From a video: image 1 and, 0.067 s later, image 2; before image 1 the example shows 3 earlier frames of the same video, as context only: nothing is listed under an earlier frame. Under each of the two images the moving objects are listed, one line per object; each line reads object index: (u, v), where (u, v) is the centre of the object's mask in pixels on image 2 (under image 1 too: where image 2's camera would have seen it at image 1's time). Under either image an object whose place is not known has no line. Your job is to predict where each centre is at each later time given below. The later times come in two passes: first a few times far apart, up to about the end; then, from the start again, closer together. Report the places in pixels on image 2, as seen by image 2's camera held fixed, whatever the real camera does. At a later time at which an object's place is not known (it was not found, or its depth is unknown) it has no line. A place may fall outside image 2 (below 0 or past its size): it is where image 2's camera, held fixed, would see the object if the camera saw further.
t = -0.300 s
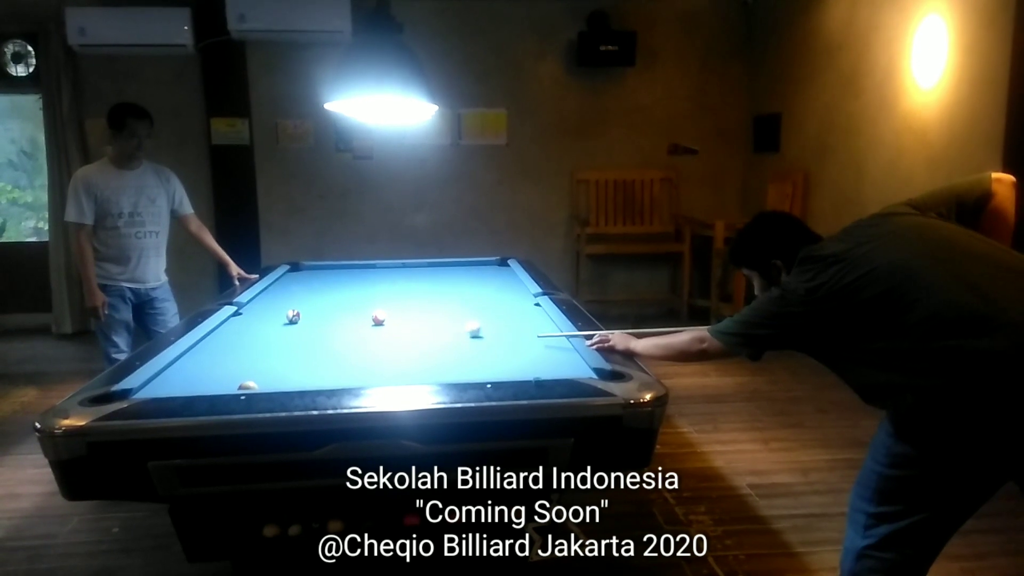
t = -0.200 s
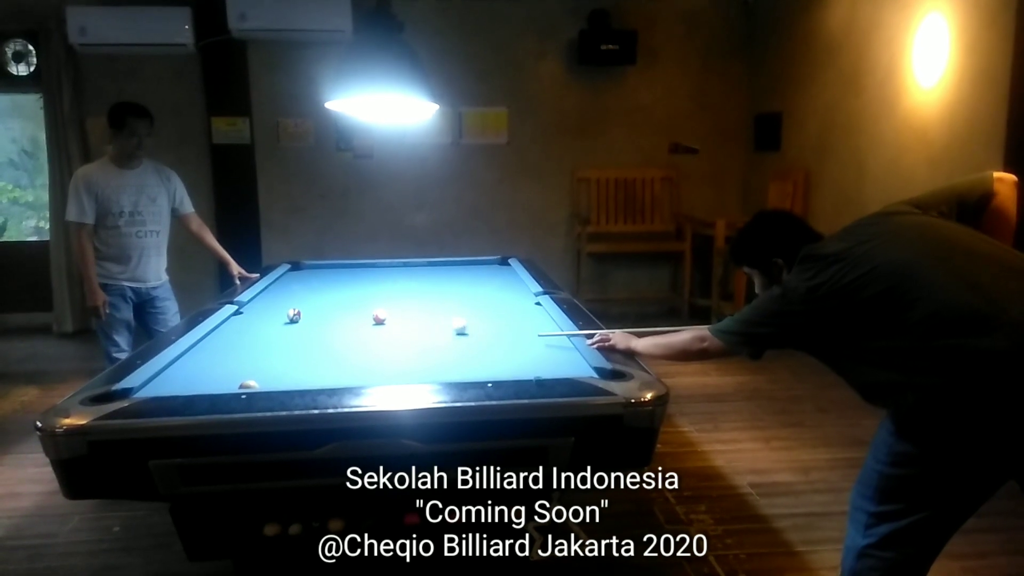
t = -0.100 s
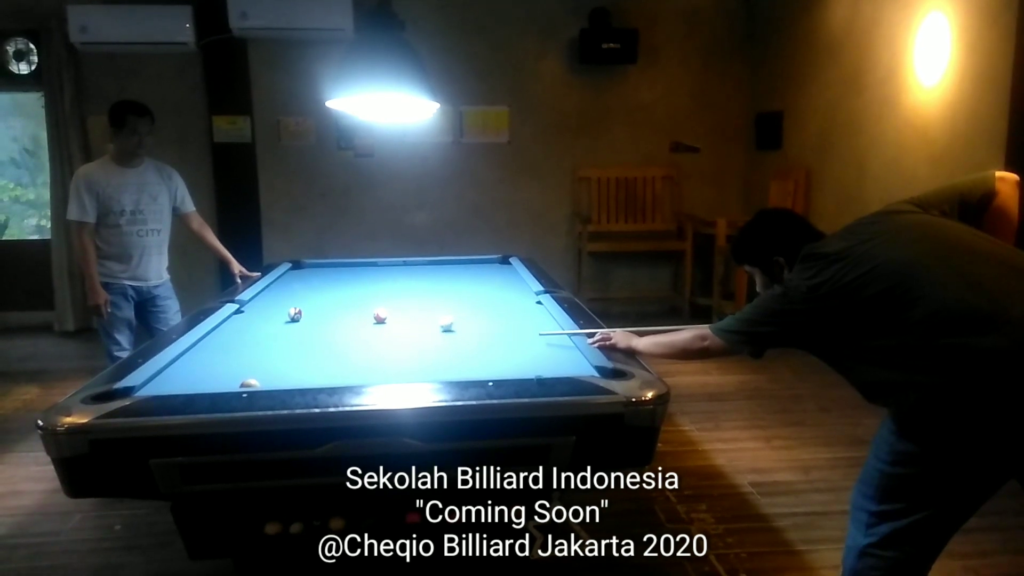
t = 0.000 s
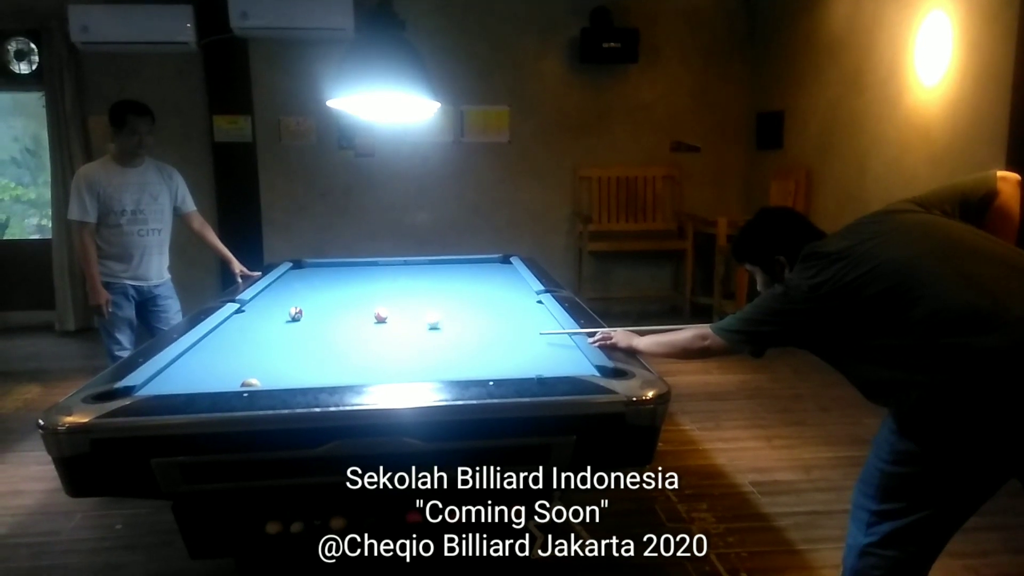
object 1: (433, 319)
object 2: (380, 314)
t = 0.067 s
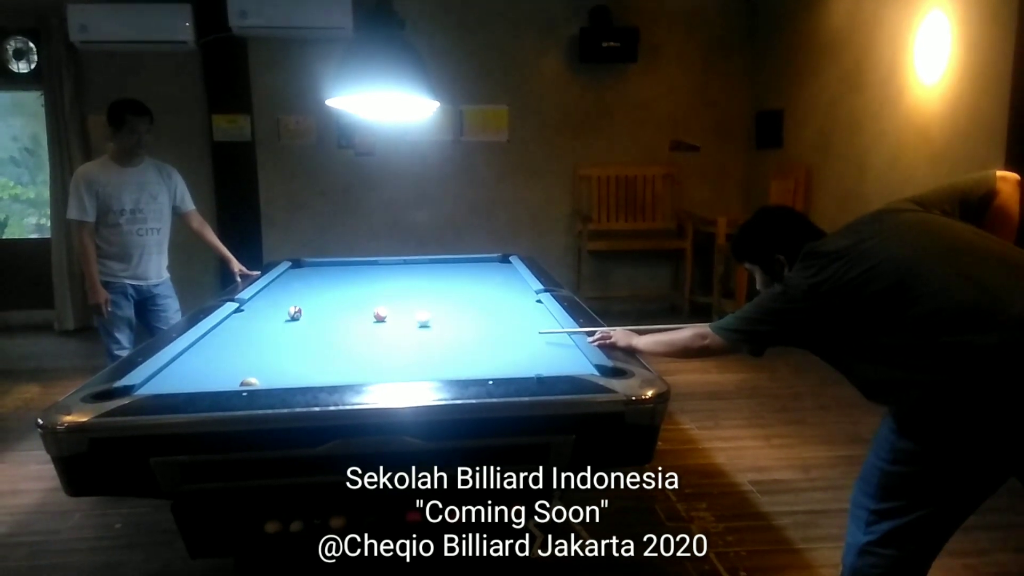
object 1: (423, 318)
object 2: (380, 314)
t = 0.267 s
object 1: (397, 315)
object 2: (380, 314)
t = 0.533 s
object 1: (390, 313)
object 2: (359, 313)
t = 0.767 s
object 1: (387, 311)
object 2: (341, 311)
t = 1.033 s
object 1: (385, 310)
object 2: (322, 310)
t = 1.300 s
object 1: (382, 309)
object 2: (305, 308)
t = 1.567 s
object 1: (381, 308)
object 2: (287, 306)
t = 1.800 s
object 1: (380, 308)
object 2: (276, 306)
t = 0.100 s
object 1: (419, 317)
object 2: (380, 314)
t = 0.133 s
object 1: (414, 317)
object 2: (380, 314)
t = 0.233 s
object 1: (401, 315)
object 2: (380, 314)
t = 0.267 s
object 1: (397, 315)
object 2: (380, 314)
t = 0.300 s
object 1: (393, 314)
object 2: (380, 314)
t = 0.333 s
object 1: (392, 314)
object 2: (377, 314)
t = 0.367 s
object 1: (392, 314)
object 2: (373, 313)
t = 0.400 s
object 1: (392, 314)
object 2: (371, 313)
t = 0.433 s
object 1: (392, 314)
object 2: (368, 313)
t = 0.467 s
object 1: (391, 314)
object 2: (365, 313)
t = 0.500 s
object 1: (390, 313)
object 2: (362, 313)
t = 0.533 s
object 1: (390, 313)
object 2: (359, 313)
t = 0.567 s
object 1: (390, 313)
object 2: (357, 312)
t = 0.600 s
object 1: (389, 313)
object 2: (354, 312)
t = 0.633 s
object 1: (389, 313)
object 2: (352, 311)
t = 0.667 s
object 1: (388, 312)
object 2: (349, 312)
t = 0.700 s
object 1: (388, 312)
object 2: (346, 311)
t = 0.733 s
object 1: (388, 312)
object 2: (344, 311)
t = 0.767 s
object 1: (387, 311)
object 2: (341, 311)
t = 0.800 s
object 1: (387, 311)
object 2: (339, 311)
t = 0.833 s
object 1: (386, 311)
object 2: (336, 310)
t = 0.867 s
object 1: (386, 311)
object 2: (334, 310)
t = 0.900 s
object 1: (386, 311)
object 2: (332, 310)
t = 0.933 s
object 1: (385, 311)
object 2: (329, 310)
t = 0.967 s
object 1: (385, 310)
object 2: (327, 310)
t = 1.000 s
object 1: (385, 310)
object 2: (324, 310)
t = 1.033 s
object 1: (385, 310)
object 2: (322, 310)
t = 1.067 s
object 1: (384, 310)
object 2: (320, 310)
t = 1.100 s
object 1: (384, 310)
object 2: (318, 309)
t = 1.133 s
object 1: (384, 310)
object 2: (316, 309)
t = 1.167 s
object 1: (383, 310)
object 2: (313, 309)
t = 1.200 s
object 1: (383, 310)
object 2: (311, 309)
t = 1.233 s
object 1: (383, 309)
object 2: (309, 308)
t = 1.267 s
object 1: (382, 309)
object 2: (307, 308)
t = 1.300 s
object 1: (382, 309)
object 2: (305, 308)
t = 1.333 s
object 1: (382, 309)
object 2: (304, 308)
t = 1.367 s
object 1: (382, 309)
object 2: (303, 307)
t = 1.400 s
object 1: (382, 308)
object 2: (301, 306)
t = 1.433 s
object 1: (381, 308)
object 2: (298, 304)
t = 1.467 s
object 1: (381, 308)
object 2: (294, 304)
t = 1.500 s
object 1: (381, 308)
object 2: (291, 304)
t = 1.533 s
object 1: (381, 308)
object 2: (289, 305)
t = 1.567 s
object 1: (381, 308)
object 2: (287, 306)
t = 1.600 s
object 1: (381, 308)
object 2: (284, 306)
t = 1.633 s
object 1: (381, 308)
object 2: (284, 307)
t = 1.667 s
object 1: (381, 308)
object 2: (283, 306)
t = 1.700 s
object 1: (380, 308)
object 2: (281, 307)
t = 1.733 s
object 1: (380, 307)
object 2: (279, 306)
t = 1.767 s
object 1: (380, 308)
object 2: (277, 306)
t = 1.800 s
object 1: (380, 308)
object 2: (276, 306)
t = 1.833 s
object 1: (380, 308)
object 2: (273, 306)
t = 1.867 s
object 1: (380, 308)
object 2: (272, 306)
